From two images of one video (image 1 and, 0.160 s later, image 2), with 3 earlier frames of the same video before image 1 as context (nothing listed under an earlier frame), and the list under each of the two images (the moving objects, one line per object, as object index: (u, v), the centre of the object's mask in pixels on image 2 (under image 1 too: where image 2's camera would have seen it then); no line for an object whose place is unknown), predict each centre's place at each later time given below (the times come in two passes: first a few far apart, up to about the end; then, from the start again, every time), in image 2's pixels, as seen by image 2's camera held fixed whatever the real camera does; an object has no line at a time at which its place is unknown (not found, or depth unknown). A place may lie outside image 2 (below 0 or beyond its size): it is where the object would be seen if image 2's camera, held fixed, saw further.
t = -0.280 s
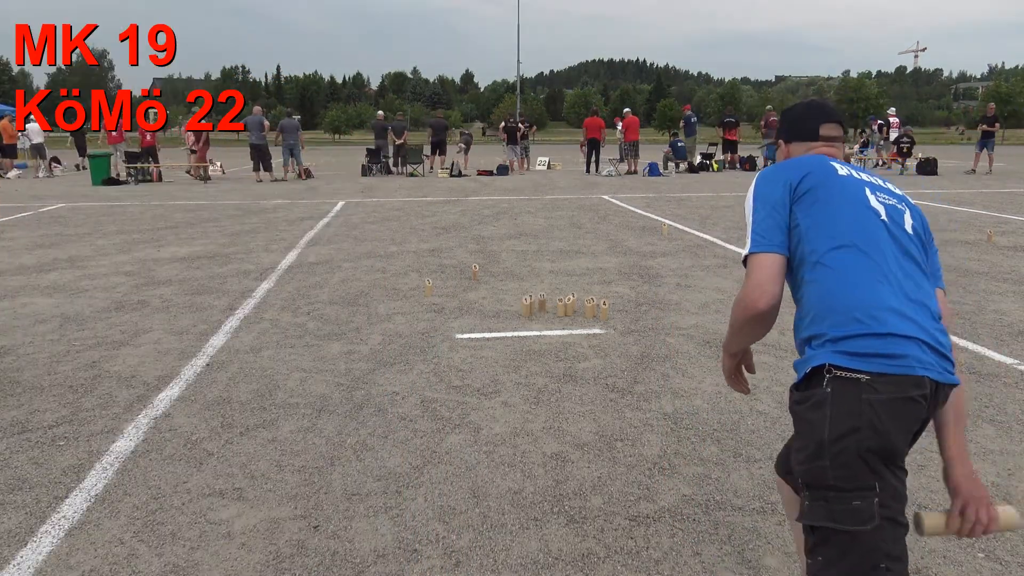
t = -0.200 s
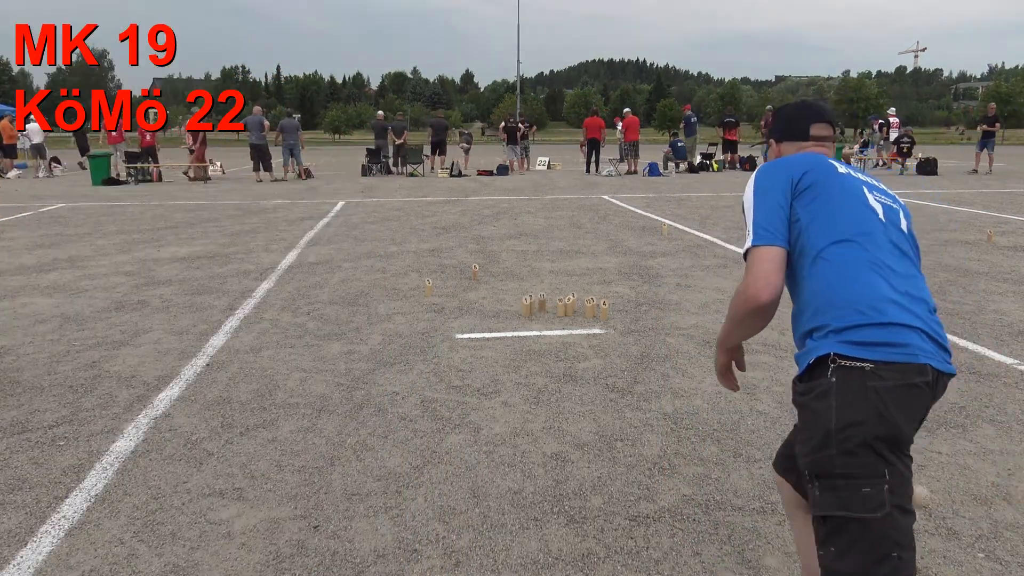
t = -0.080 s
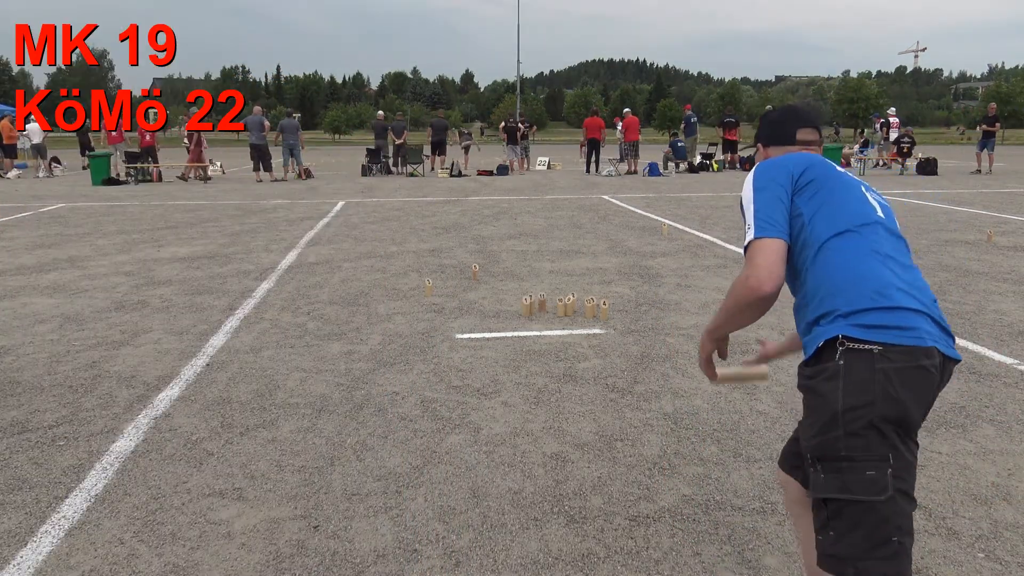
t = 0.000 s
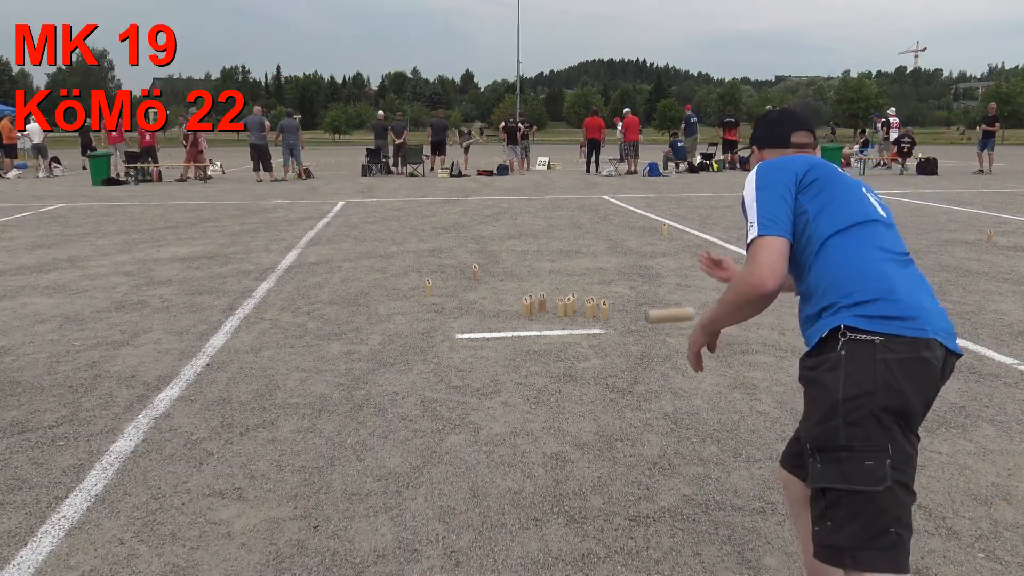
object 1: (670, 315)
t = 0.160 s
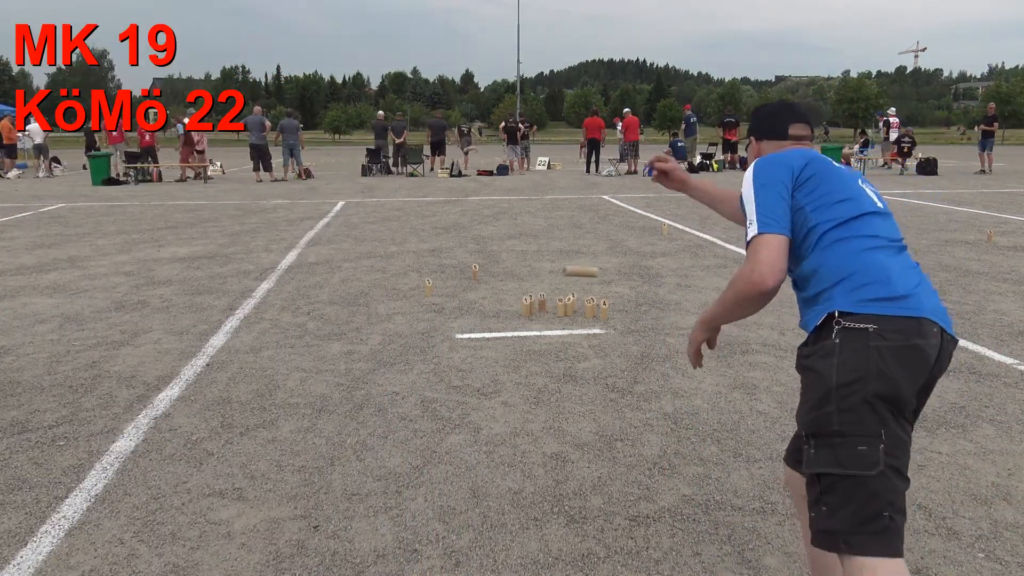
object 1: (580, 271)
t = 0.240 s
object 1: (551, 271)
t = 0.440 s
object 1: (500, 297)
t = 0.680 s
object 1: (474, 273)
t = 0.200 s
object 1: (564, 270)
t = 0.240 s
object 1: (551, 271)
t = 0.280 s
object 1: (539, 275)
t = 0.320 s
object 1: (528, 280)
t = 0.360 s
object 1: (517, 288)
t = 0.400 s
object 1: (508, 296)
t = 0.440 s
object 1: (500, 297)
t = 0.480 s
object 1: (495, 289)
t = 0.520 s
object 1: (490, 283)
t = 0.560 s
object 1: (484, 279)
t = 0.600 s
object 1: (481, 277)
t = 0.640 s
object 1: (478, 275)
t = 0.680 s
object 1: (474, 273)
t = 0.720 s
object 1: (470, 265)
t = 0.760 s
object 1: (468, 264)
